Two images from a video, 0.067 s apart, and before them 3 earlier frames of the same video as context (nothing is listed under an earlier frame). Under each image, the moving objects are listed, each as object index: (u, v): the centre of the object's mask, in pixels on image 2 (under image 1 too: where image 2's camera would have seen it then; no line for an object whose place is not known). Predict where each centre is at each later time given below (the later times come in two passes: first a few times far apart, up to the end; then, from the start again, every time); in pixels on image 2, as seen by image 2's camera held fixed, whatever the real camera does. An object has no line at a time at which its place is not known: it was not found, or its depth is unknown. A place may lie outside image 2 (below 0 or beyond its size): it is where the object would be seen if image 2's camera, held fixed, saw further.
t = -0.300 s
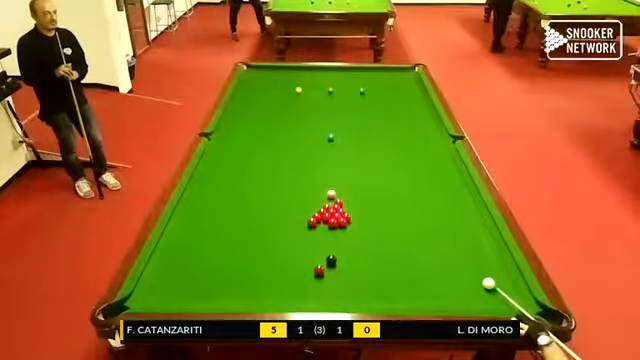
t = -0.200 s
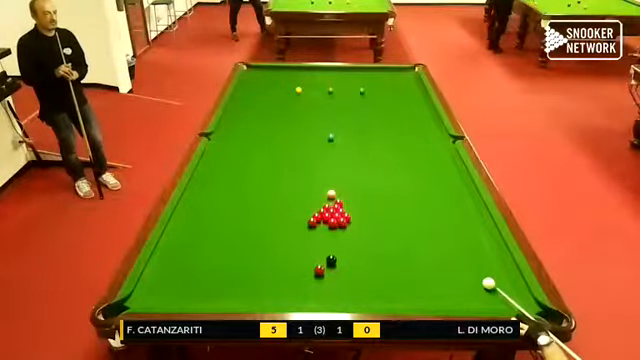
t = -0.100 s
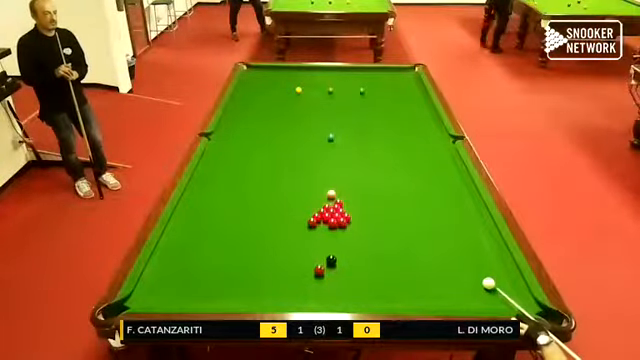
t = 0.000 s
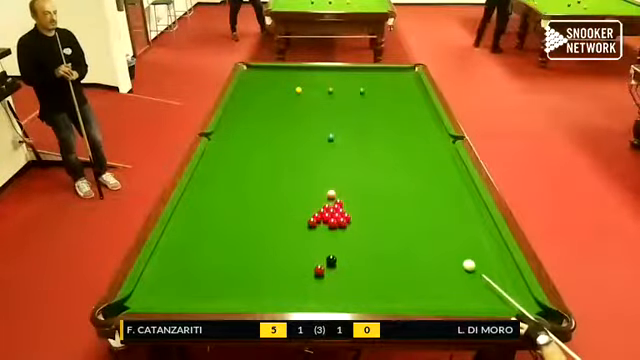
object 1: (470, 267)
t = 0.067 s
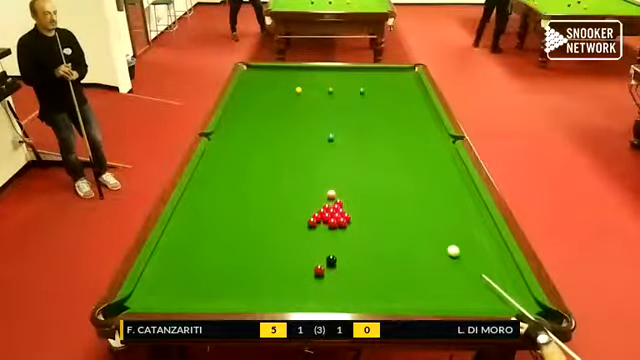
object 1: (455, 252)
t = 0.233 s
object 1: (419, 220)
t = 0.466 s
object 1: (382, 184)
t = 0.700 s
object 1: (352, 156)
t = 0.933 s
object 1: (333, 139)
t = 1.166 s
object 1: (325, 136)
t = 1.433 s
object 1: (318, 130)
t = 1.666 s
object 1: (312, 127)
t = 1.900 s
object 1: (306, 123)
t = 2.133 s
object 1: (302, 120)
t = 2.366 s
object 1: (297, 117)
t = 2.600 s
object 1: (293, 114)
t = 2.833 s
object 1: (289, 112)
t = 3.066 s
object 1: (286, 110)
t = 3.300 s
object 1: (284, 109)
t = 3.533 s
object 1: (281, 107)
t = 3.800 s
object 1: (278, 106)
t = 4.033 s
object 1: (277, 105)
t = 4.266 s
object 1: (276, 104)
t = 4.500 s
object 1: (275, 103)
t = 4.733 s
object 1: (275, 103)
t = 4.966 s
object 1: (274, 103)
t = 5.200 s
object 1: (274, 103)
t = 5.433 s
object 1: (274, 103)
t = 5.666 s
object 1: (274, 103)
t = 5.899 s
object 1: (274, 103)
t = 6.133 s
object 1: (274, 102)
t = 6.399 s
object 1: (274, 102)
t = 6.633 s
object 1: (274, 102)
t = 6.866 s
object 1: (274, 102)
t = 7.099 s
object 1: (274, 102)
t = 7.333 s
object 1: (274, 102)
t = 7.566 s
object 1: (274, 102)
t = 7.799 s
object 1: (274, 102)
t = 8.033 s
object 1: (274, 102)
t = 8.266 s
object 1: (274, 102)
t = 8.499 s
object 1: (274, 102)
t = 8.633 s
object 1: (274, 102)
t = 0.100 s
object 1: (446, 244)
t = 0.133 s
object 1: (439, 237)
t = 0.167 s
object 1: (432, 231)
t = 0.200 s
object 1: (426, 225)
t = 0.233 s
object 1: (419, 220)
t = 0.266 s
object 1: (414, 214)
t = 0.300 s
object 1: (408, 209)
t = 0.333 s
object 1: (403, 203)
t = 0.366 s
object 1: (397, 198)
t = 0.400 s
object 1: (392, 194)
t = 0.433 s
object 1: (387, 190)
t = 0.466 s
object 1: (382, 184)
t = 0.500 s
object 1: (378, 180)
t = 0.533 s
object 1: (373, 177)
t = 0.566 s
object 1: (368, 172)
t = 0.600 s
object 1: (364, 168)
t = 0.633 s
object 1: (360, 164)
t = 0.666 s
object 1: (356, 161)
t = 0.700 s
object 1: (352, 156)
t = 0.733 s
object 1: (350, 153)
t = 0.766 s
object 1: (344, 150)
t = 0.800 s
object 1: (341, 146)
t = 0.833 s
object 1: (338, 144)
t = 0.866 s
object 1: (334, 141)
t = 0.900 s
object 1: (333, 139)
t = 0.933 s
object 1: (333, 139)
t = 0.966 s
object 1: (332, 139)
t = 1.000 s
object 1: (331, 139)
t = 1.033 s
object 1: (330, 138)
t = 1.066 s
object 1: (329, 138)
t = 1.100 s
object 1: (327, 137)
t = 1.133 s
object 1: (326, 136)
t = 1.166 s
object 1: (325, 136)
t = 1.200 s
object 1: (325, 135)
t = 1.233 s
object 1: (324, 134)
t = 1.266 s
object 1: (323, 133)
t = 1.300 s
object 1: (322, 133)
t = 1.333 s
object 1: (321, 132)
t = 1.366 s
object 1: (320, 132)
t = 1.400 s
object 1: (319, 131)
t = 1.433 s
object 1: (318, 130)
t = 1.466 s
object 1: (317, 130)
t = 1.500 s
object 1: (316, 130)
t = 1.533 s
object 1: (315, 129)
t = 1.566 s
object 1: (314, 128)
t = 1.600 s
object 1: (314, 128)
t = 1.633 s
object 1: (313, 128)
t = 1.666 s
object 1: (312, 127)
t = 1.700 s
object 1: (311, 126)
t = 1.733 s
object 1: (310, 126)
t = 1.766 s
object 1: (310, 125)
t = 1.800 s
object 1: (309, 125)
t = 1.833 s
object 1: (308, 124)
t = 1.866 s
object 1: (307, 124)
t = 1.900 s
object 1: (306, 123)
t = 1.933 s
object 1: (306, 123)
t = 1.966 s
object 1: (305, 123)
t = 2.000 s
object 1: (304, 122)
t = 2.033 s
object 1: (303, 121)
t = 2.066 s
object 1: (303, 121)
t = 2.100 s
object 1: (302, 120)
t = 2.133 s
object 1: (302, 120)
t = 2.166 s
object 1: (301, 120)
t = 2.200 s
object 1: (300, 119)
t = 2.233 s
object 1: (299, 119)
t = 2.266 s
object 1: (299, 118)
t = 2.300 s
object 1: (298, 118)
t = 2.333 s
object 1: (298, 118)
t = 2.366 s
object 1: (297, 117)
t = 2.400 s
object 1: (296, 117)
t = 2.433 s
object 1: (296, 116)
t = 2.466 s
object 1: (296, 116)
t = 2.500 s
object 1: (294, 116)
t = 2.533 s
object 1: (294, 115)
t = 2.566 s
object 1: (294, 115)
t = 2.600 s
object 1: (293, 114)
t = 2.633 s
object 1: (292, 114)
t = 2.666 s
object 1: (292, 114)
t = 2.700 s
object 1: (291, 114)
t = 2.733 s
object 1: (291, 113)
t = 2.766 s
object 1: (290, 113)
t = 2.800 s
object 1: (290, 113)
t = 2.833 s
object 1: (289, 112)
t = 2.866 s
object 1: (289, 112)
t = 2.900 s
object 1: (289, 112)
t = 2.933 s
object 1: (288, 112)
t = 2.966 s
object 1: (288, 112)
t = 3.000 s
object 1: (287, 111)
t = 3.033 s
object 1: (287, 111)
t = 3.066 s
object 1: (286, 110)
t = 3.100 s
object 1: (286, 110)
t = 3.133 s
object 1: (285, 110)
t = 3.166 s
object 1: (285, 110)
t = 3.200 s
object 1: (285, 109)
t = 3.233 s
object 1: (284, 109)
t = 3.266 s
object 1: (284, 109)
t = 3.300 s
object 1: (284, 109)
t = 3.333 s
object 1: (283, 108)
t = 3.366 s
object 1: (283, 108)
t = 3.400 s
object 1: (282, 108)
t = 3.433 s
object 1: (282, 108)
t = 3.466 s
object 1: (282, 108)
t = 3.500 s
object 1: (281, 107)
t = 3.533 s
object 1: (281, 107)
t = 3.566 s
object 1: (281, 107)
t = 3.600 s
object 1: (280, 107)
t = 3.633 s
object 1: (280, 106)
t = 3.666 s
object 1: (280, 106)
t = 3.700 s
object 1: (279, 106)
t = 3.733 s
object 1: (279, 106)
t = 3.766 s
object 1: (278, 106)
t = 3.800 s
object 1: (278, 106)
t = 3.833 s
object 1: (278, 106)
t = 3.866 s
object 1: (278, 105)
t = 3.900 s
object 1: (277, 105)
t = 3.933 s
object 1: (277, 105)
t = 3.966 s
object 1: (277, 105)
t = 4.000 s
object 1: (277, 105)
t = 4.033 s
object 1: (277, 105)
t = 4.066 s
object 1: (277, 105)
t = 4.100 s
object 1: (276, 104)
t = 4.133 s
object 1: (276, 104)
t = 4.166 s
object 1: (276, 104)
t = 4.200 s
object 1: (276, 104)
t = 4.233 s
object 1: (276, 104)
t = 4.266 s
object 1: (276, 104)
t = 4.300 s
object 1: (276, 104)
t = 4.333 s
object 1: (276, 104)
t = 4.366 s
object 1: (275, 104)
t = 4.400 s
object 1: (275, 103)
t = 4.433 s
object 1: (275, 103)
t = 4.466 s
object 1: (275, 103)
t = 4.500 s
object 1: (275, 103)
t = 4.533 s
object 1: (275, 103)
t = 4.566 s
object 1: (275, 103)
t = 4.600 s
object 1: (275, 103)
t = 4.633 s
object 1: (275, 103)
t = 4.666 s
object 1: (275, 103)
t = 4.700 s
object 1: (275, 103)
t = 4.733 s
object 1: (275, 103)
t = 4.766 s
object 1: (275, 103)
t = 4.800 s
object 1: (274, 103)
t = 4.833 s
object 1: (274, 103)
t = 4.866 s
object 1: (274, 103)
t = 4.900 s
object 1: (274, 103)
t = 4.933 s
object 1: (274, 103)
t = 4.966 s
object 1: (274, 103)
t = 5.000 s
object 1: (274, 103)
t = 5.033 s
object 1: (274, 103)
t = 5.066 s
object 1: (274, 103)
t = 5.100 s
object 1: (274, 103)
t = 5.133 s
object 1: (274, 103)
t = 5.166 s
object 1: (274, 103)
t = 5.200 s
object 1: (274, 103)
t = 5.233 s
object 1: (274, 103)
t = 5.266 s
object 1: (274, 103)
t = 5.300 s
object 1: (274, 103)
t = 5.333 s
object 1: (274, 103)
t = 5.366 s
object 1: (274, 103)
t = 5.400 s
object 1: (274, 103)
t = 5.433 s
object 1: (274, 103)
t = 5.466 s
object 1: (274, 103)
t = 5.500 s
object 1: (274, 103)
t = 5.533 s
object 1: (274, 103)
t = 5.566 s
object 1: (274, 103)
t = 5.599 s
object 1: (274, 103)
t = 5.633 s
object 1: (274, 103)
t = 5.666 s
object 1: (274, 103)
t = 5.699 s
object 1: (274, 103)
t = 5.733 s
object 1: (274, 103)
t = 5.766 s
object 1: (274, 103)
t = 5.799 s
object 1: (274, 103)
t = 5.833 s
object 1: (274, 103)
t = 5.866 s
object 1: (274, 103)
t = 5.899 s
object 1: (274, 103)
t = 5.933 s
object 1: (274, 103)
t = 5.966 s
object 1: (274, 102)
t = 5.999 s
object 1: (274, 102)
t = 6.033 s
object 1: (274, 102)
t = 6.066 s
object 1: (274, 102)
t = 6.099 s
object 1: (274, 102)
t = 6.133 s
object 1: (274, 102)
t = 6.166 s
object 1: (274, 102)
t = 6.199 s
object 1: (274, 102)
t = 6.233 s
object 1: (274, 102)
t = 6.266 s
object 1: (274, 102)
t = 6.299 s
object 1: (274, 102)
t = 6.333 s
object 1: (274, 102)
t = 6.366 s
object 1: (274, 102)
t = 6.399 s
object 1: (274, 102)
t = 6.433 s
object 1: (274, 102)
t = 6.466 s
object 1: (274, 102)
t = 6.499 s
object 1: (274, 102)
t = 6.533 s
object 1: (274, 102)
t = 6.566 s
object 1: (274, 102)
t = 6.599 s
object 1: (274, 102)
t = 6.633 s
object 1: (274, 102)
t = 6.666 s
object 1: (274, 102)
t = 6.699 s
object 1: (274, 102)
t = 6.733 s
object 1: (274, 102)
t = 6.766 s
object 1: (274, 102)
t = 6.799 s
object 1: (274, 102)
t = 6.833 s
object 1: (274, 102)
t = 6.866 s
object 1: (274, 102)
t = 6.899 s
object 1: (274, 102)
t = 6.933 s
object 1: (274, 102)
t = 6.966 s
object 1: (274, 102)
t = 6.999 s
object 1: (274, 102)
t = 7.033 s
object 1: (274, 102)
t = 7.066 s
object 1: (274, 102)
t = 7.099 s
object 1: (274, 102)
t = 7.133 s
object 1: (274, 102)
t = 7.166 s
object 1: (274, 102)
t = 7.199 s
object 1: (274, 102)
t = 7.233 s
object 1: (274, 102)
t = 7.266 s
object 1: (274, 102)
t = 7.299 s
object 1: (274, 102)
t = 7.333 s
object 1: (274, 102)
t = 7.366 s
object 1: (274, 102)
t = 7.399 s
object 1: (274, 103)
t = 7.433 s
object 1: (274, 103)
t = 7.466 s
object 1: (274, 102)
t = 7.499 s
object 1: (274, 103)
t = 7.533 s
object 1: (274, 102)
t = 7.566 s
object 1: (274, 102)
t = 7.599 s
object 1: (274, 102)
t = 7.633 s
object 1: (274, 102)
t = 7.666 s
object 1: (274, 102)
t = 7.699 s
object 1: (274, 102)
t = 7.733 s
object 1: (274, 102)
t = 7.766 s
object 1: (274, 102)
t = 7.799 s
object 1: (274, 102)
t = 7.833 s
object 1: (274, 102)
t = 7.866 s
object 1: (274, 102)
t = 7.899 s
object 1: (274, 102)
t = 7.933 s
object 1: (274, 102)
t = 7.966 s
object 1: (274, 102)
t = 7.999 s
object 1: (274, 102)
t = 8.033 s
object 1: (274, 102)
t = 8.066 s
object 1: (274, 102)
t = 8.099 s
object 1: (274, 102)
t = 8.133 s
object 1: (274, 102)
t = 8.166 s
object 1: (274, 102)
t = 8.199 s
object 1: (274, 102)
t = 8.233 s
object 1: (274, 102)
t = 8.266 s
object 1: (274, 102)
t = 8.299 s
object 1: (274, 102)
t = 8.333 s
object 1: (274, 102)
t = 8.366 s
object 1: (274, 102)
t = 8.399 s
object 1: (274, 102)
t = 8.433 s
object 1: (274, 102)
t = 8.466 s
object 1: (274, 102)
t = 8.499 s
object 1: (274, 102)
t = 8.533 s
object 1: (274, 102)
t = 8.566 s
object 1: (274, 102)
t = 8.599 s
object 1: (274, 102)
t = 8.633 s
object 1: (274, 102)
